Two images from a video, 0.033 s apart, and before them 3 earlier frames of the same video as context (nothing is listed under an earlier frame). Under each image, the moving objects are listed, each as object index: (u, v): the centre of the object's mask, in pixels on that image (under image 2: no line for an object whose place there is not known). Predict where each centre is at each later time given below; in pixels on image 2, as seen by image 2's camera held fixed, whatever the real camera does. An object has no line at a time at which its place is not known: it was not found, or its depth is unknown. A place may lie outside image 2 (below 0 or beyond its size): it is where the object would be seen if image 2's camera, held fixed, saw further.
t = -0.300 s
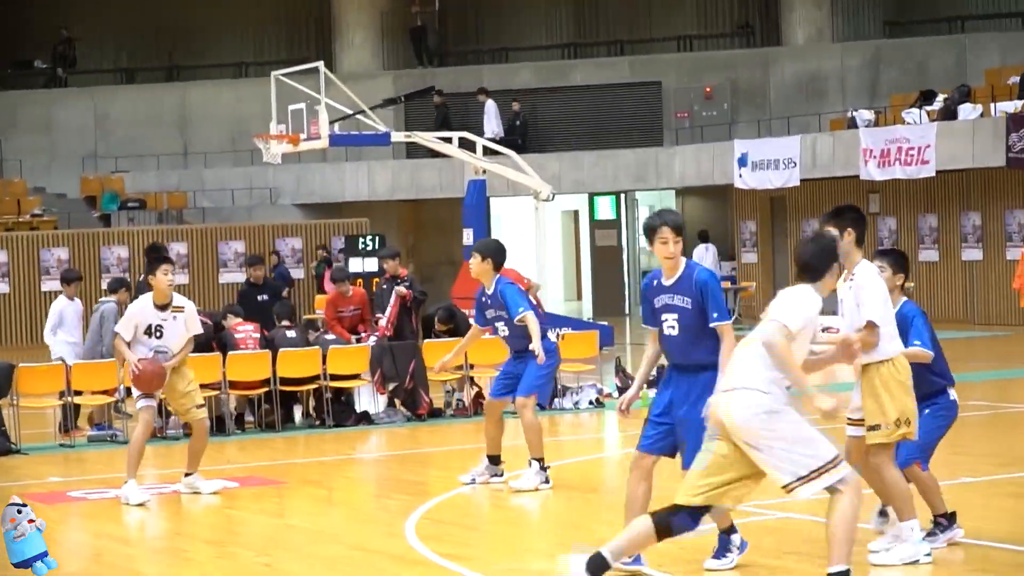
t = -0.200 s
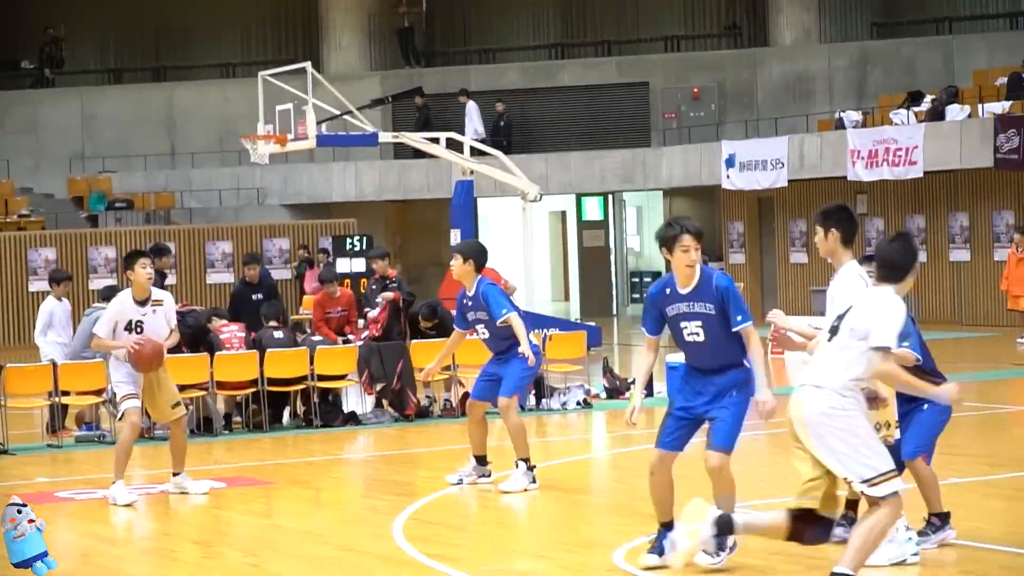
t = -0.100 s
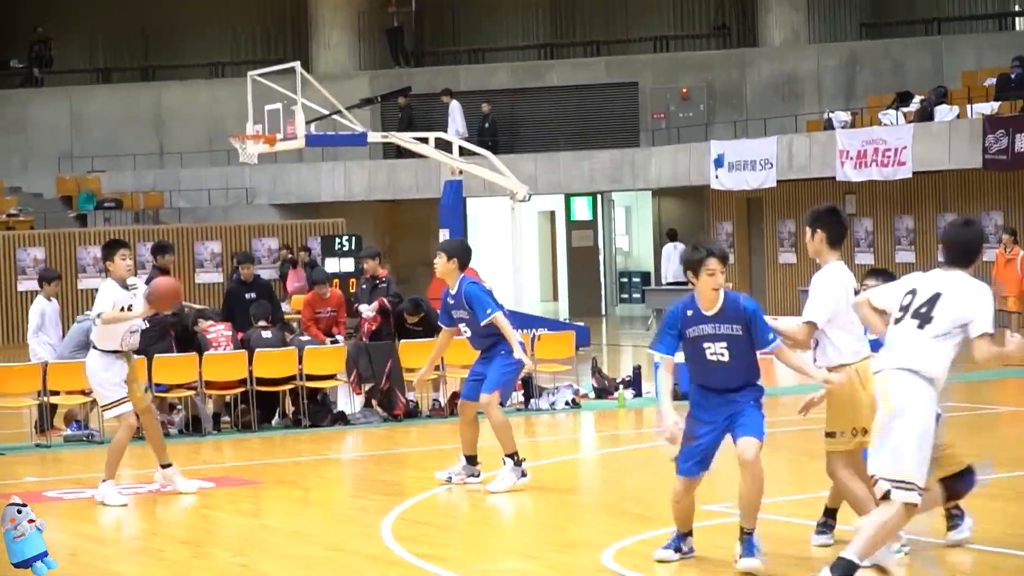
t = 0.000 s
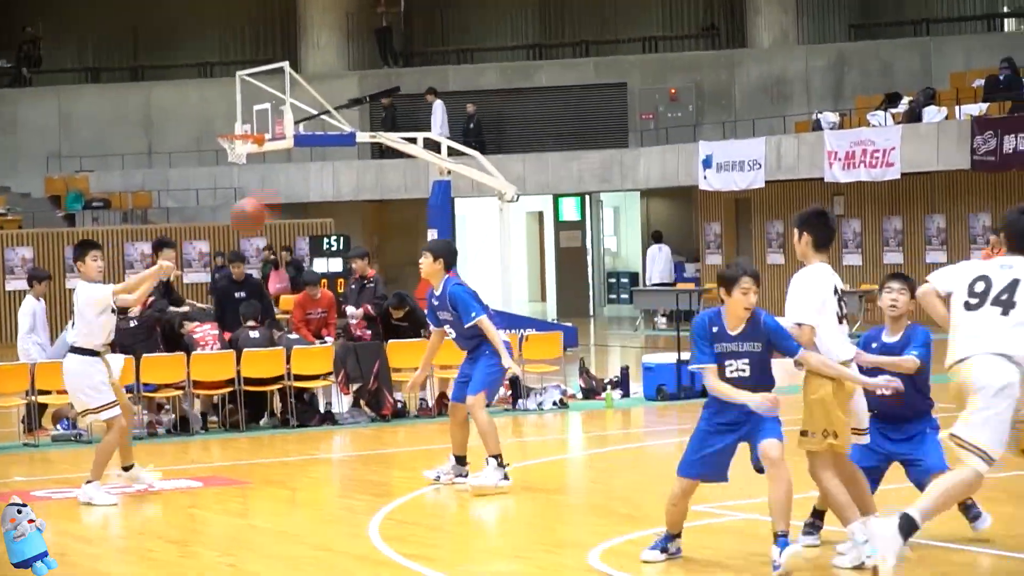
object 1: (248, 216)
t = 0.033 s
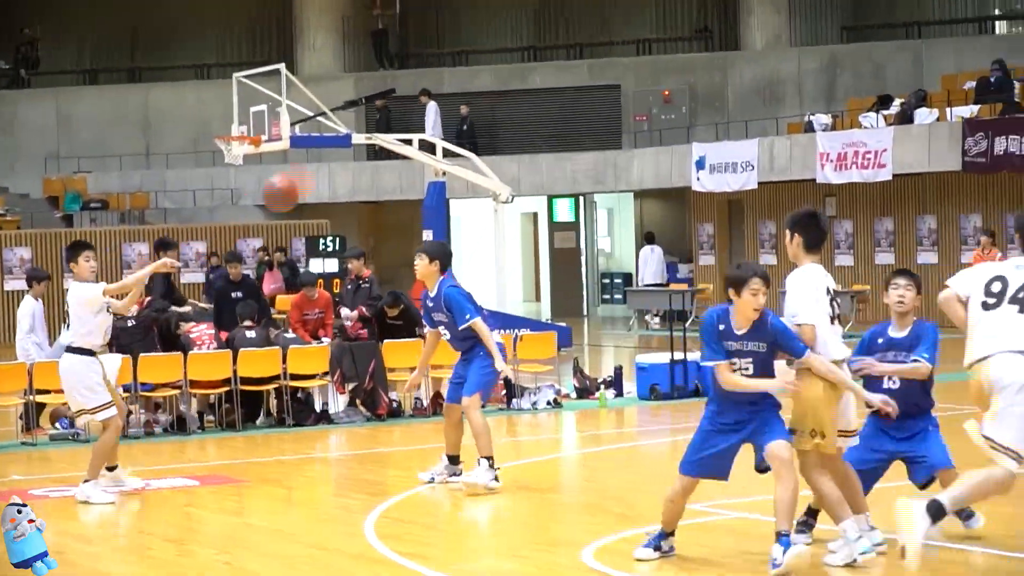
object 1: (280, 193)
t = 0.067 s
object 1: (316, 171)
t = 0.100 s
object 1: (352, 149)
